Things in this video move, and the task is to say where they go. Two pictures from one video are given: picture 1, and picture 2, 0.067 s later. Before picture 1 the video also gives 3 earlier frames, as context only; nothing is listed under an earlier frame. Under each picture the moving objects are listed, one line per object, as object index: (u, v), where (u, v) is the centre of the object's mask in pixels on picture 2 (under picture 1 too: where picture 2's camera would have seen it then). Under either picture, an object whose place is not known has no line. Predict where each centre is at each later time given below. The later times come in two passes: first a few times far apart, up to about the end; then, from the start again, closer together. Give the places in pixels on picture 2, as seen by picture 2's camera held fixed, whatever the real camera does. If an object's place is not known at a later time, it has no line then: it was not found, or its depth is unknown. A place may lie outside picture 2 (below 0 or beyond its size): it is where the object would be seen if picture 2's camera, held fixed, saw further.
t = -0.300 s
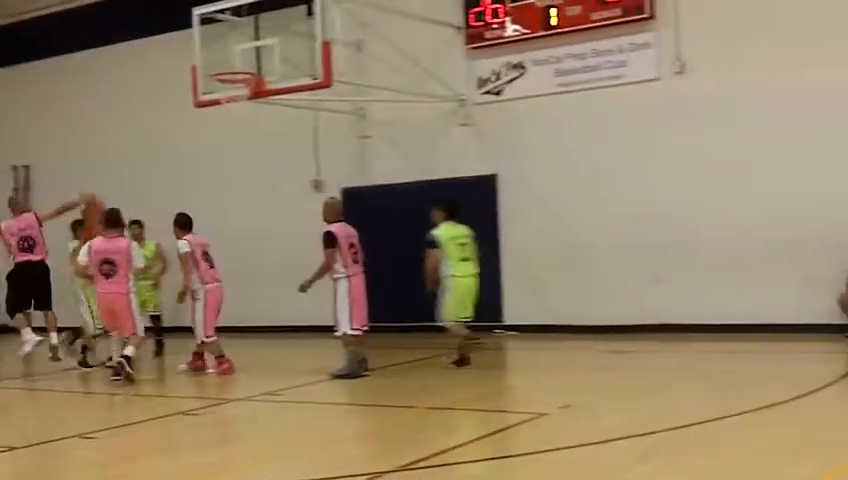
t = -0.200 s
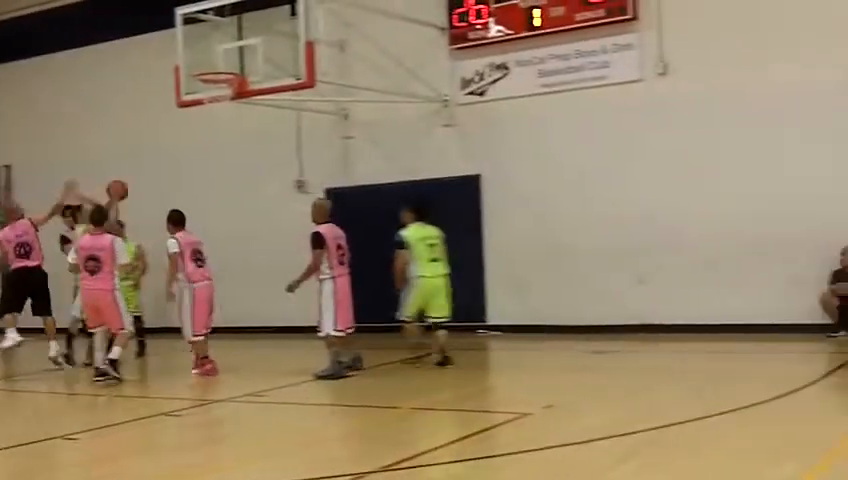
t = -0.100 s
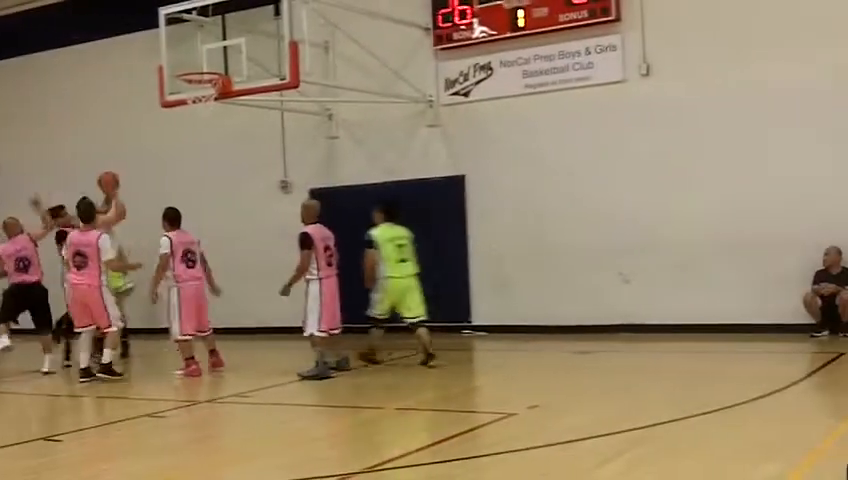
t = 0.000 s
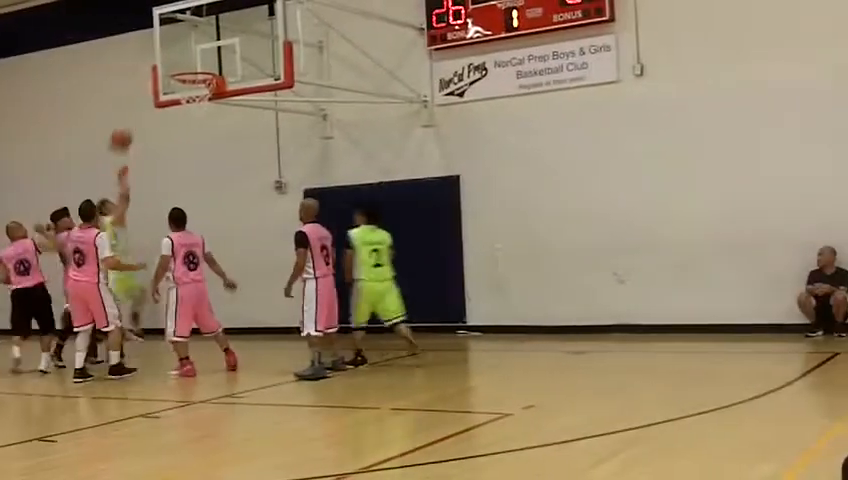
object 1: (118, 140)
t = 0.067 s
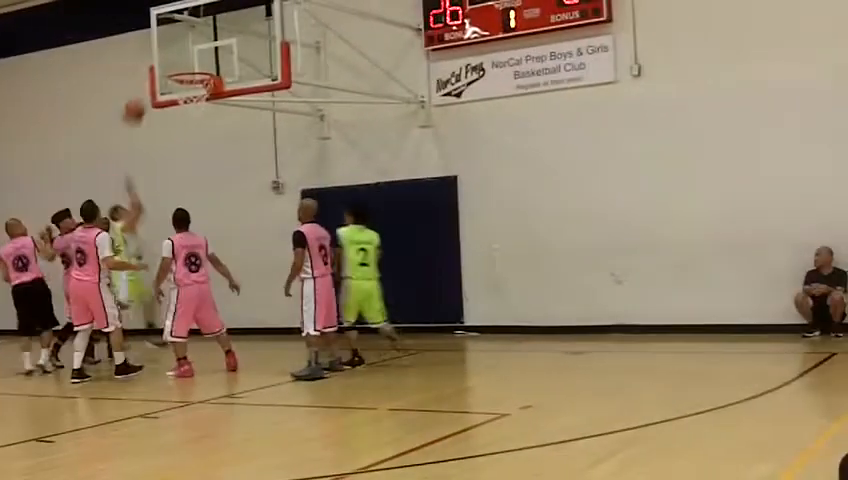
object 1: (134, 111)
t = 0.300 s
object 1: (190, 42)
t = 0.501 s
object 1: (196, 40)
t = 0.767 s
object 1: (200, 45)
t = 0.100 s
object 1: (140, 100)
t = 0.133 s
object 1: (147, 88)
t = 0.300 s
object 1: (190, 42)
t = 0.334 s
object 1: (192, 40)
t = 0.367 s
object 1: (192, 38)
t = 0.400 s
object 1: (193, 38)
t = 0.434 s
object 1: (194, 38)
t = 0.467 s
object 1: (195, 39)
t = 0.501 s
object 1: (196, 40)
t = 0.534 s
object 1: (197, 44)
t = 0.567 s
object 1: (198, 48)
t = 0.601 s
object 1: (199, 54)
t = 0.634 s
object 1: (200, 60)
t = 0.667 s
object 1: (200, 58)
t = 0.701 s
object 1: (200, 53)
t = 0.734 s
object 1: (200, 48)
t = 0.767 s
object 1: (200, 45)
